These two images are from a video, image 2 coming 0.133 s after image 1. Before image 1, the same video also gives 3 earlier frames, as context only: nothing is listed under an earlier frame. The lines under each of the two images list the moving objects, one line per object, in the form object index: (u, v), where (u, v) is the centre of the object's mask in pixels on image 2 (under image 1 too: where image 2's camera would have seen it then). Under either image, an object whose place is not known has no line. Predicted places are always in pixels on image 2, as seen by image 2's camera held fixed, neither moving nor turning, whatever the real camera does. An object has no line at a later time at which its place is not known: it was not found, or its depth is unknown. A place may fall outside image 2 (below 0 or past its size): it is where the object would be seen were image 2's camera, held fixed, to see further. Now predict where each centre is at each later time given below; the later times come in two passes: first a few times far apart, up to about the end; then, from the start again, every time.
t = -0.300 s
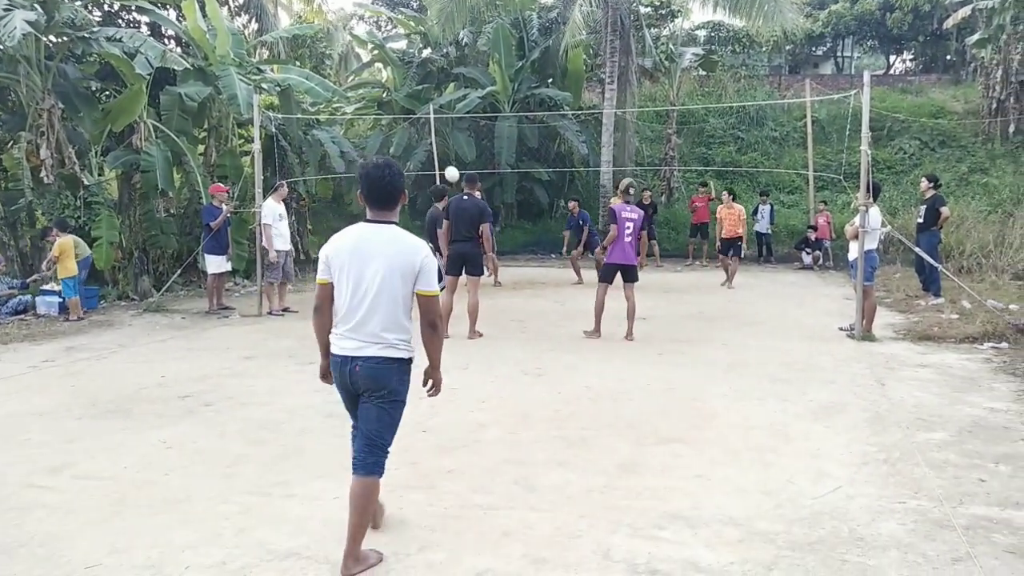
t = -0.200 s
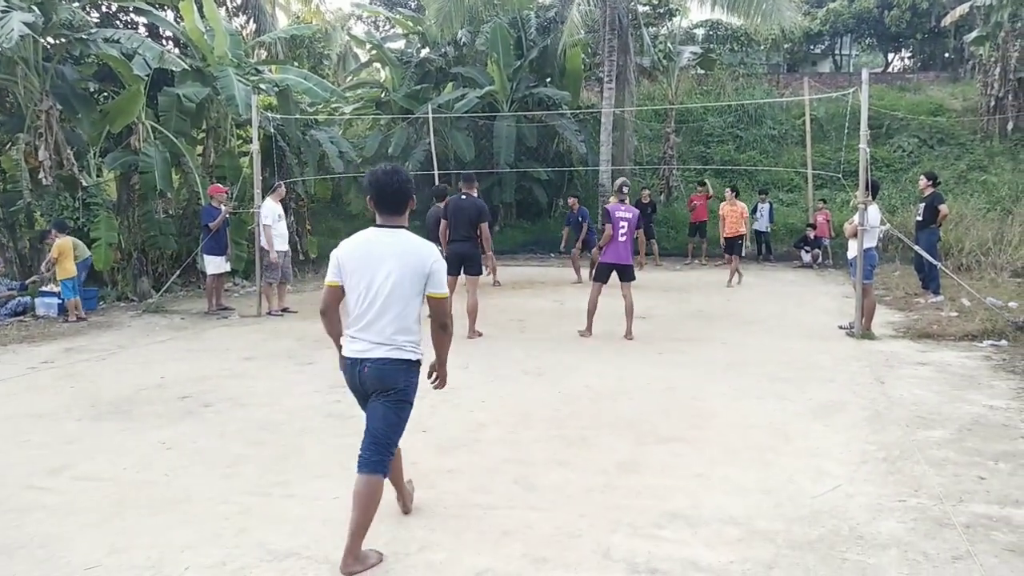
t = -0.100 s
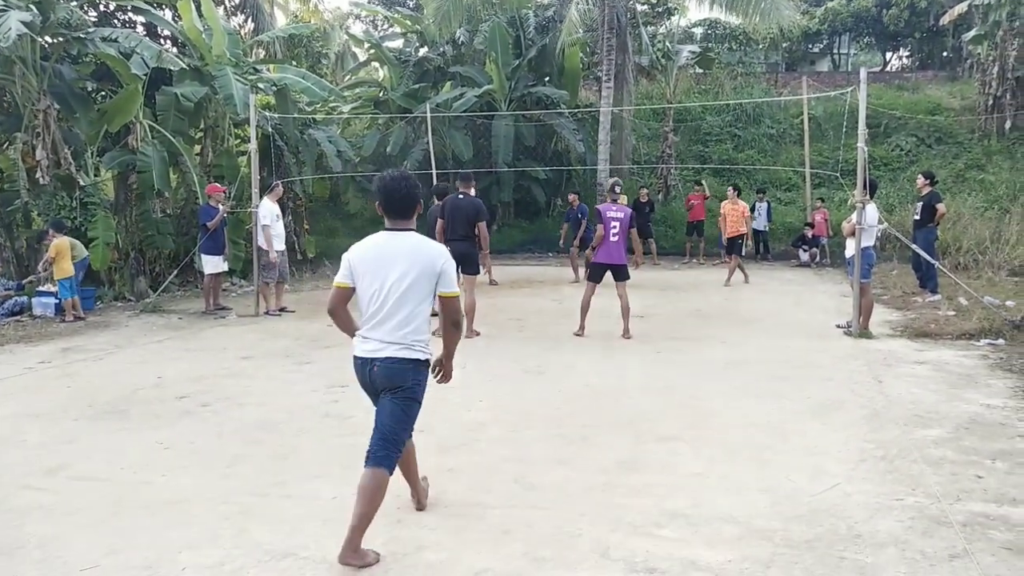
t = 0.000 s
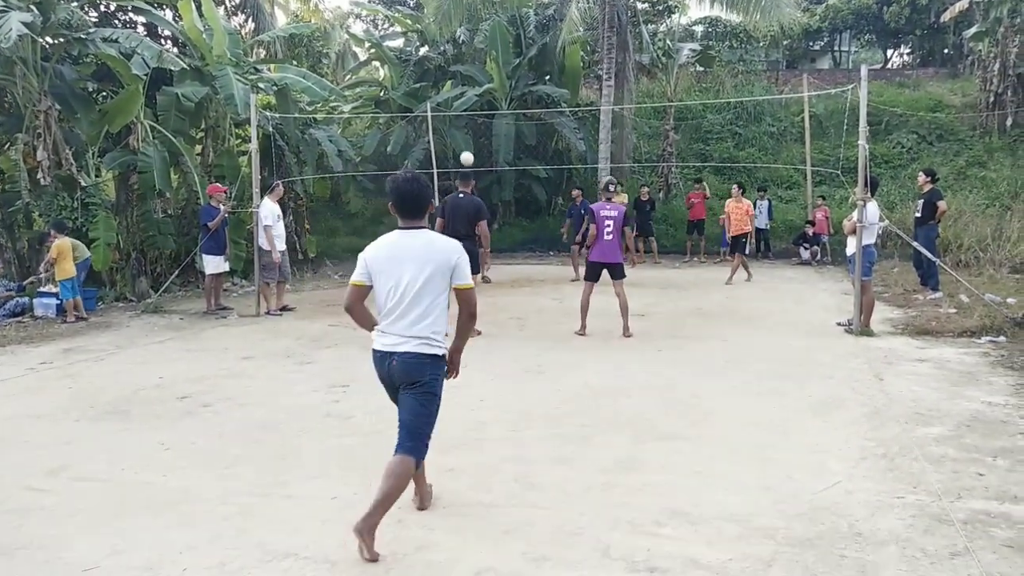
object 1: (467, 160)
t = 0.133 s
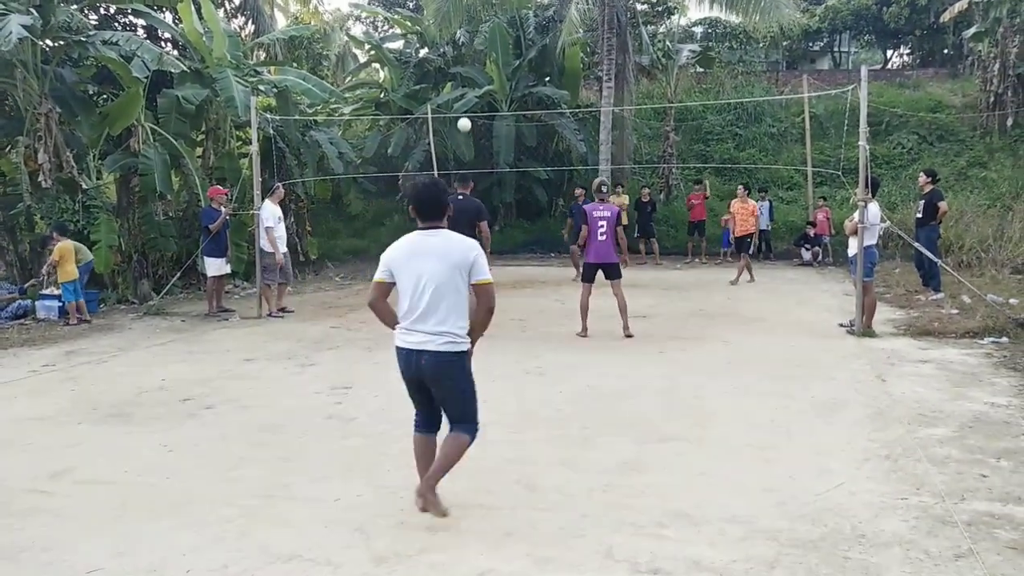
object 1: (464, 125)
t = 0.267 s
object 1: (461, 100)
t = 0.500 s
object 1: (456, 83)
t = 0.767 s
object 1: (451, 110)
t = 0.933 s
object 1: (449, 155)
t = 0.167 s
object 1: (463, 117)
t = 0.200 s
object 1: (462, 110)
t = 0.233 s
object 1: (462, 105)
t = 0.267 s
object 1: (461, 100)
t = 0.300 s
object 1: (460, 95)
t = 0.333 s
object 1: (459, 91)
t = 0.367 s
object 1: (459, 88)
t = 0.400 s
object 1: (458, 86)
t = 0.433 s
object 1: (457, 85)
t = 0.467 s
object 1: (457, 84)
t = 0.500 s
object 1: (456, 83)
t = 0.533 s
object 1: (455, 84)
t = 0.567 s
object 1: (455, 85)
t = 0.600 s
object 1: (454, 87)
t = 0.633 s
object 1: (453, 90)
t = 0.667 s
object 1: (453, 94)
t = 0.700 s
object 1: (452, 99)
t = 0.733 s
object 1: (451, 104)
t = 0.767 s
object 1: (451, 110)
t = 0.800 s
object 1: (450, 117)
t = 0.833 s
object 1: (450, 126)
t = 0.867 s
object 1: (449, 134)
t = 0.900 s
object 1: (449, 144)
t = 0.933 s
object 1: (449, 155)
